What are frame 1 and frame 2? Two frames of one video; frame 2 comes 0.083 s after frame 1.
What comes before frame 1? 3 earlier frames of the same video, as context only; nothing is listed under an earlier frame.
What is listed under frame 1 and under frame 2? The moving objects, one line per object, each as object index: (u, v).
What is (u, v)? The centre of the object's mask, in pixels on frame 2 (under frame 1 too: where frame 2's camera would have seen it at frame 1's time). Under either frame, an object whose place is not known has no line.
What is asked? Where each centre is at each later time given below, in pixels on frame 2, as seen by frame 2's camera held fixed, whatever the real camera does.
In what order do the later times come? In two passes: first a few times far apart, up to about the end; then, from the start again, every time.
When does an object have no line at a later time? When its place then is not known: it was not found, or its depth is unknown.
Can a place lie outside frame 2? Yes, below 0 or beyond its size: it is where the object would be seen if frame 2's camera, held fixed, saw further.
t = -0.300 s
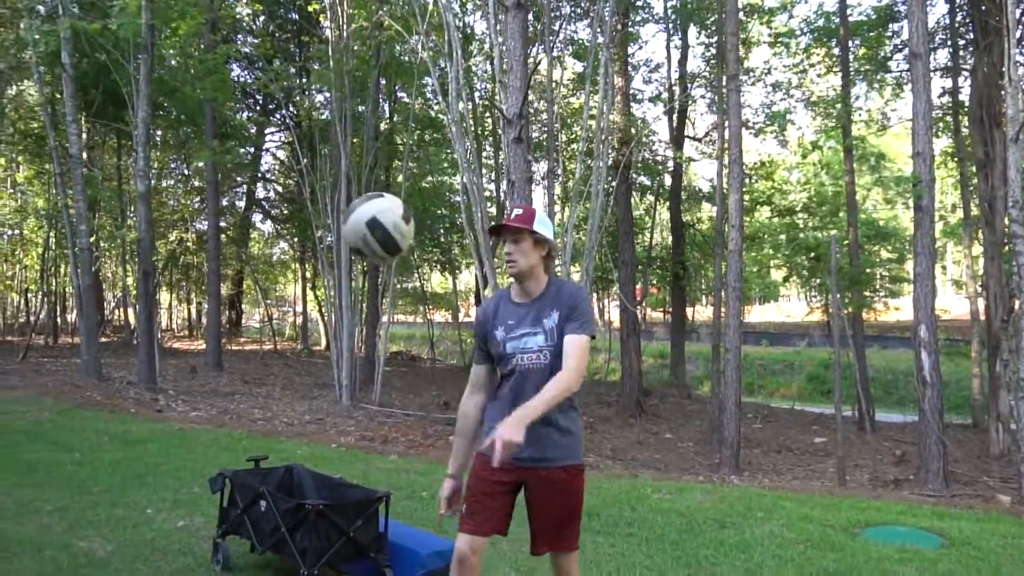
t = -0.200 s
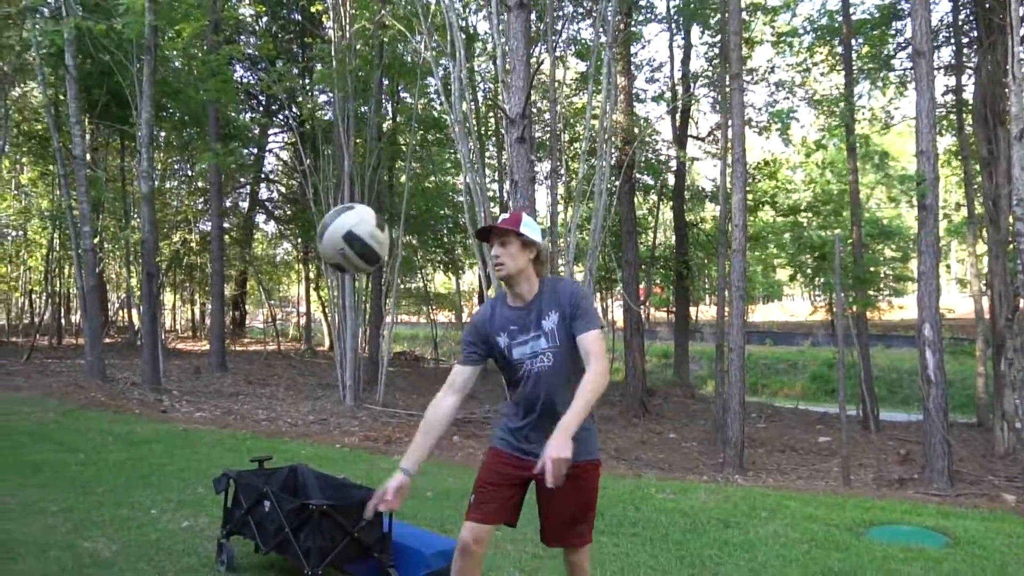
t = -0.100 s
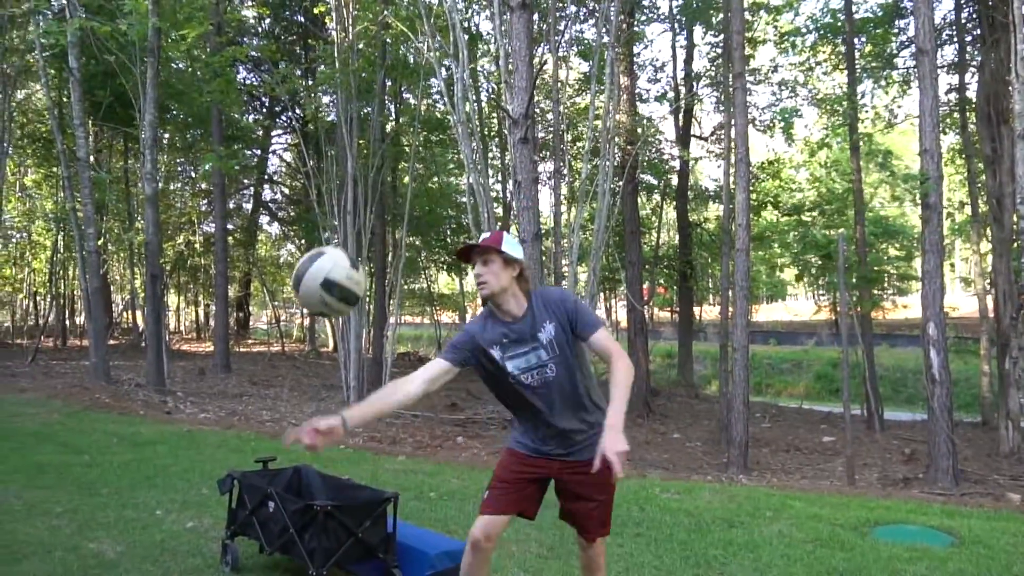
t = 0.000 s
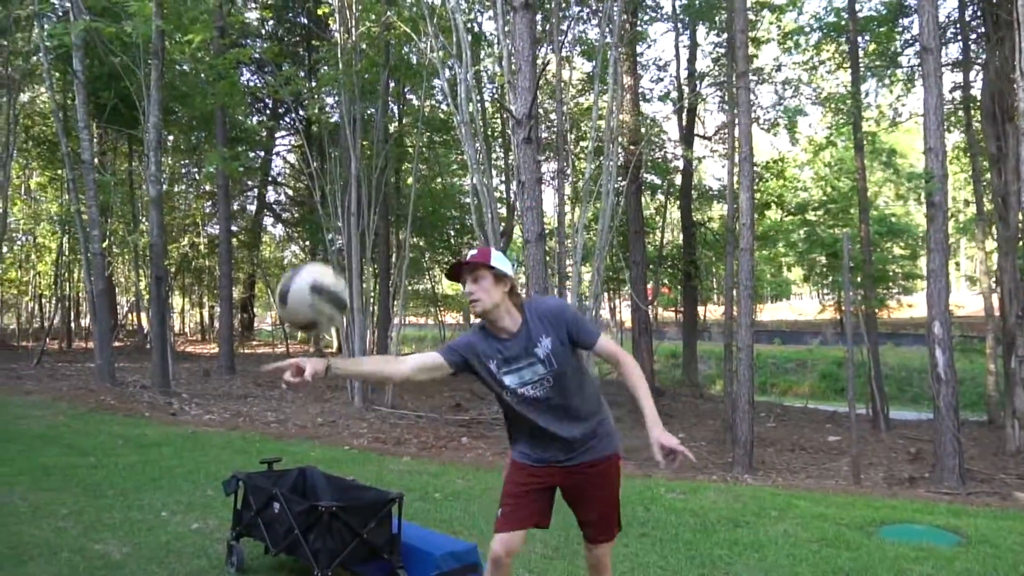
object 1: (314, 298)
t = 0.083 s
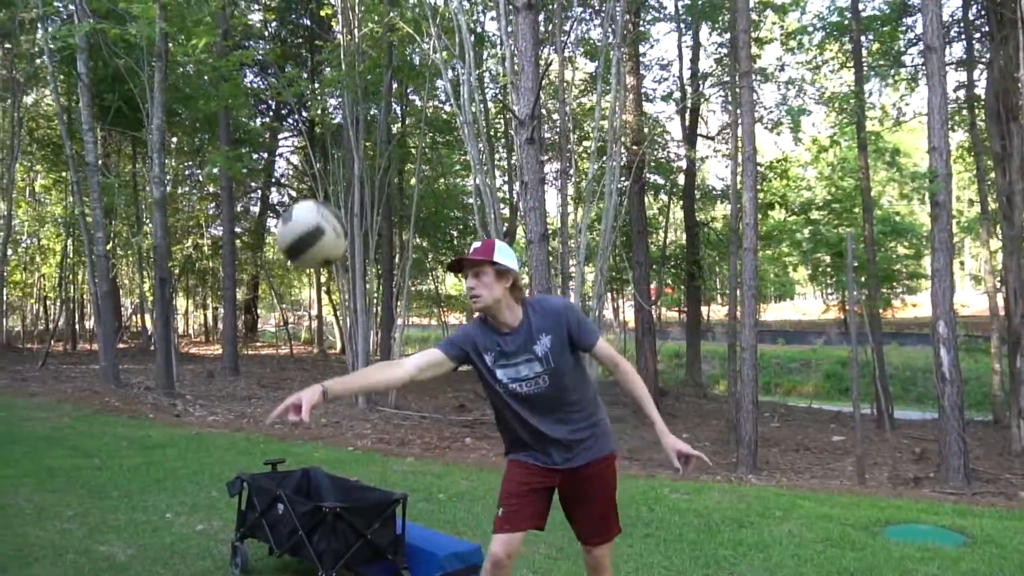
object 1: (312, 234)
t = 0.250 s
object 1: (307, 174)
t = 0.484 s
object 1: (303, 223)
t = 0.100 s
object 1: (310, 225)
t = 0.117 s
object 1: (311, 217)
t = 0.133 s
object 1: (310, 207)
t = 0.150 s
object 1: (310, 201)
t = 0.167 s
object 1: (309, 195)
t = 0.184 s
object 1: (309, 188)
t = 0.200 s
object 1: (308, 183)
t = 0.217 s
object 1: (308, 179)
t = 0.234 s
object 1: (308, 175)
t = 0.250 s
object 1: (307, 174)
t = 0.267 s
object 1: (306, 172)
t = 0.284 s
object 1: (306, 172)
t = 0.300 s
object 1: (305, 172)
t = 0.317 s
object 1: (305, 172)
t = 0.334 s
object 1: (305, 174)
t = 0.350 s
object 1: (305, 176)
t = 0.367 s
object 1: (304, 179)
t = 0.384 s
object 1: (304, 182)
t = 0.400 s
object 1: (303, 189)
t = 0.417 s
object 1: (303, 194)
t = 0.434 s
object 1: (304, 200)
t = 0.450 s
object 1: (303, 206)
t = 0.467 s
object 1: (303, 214)
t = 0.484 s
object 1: (303, 223)
